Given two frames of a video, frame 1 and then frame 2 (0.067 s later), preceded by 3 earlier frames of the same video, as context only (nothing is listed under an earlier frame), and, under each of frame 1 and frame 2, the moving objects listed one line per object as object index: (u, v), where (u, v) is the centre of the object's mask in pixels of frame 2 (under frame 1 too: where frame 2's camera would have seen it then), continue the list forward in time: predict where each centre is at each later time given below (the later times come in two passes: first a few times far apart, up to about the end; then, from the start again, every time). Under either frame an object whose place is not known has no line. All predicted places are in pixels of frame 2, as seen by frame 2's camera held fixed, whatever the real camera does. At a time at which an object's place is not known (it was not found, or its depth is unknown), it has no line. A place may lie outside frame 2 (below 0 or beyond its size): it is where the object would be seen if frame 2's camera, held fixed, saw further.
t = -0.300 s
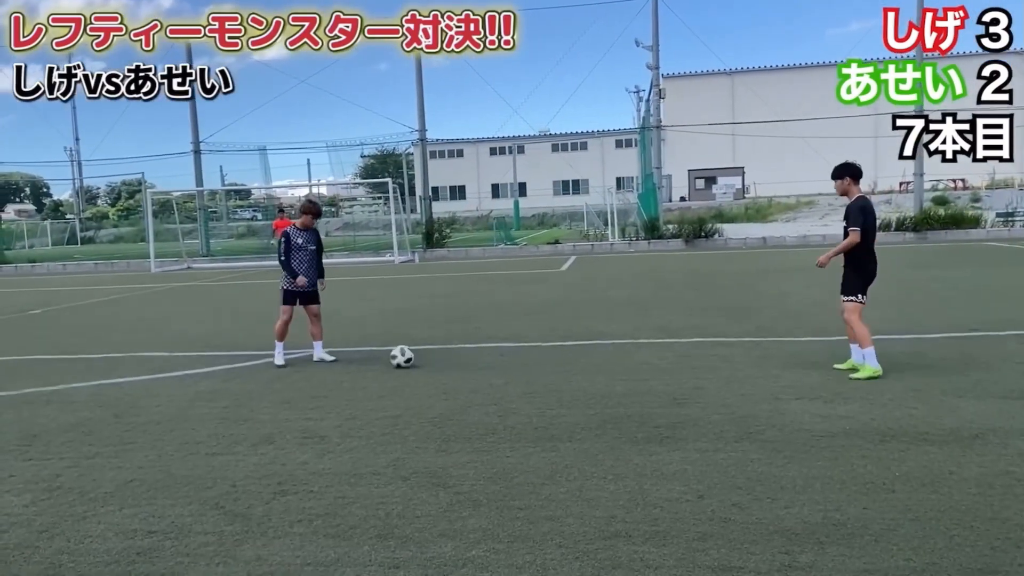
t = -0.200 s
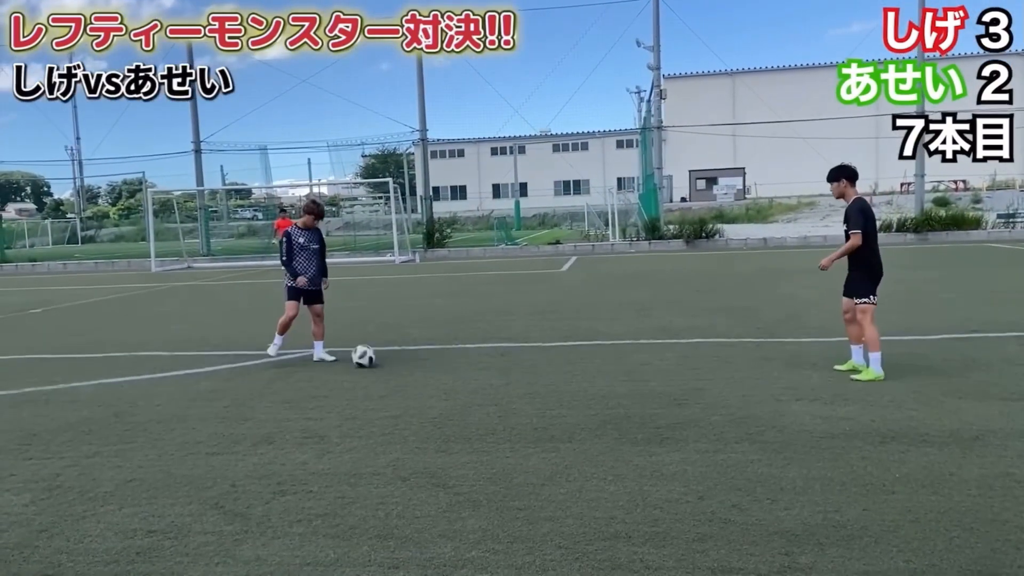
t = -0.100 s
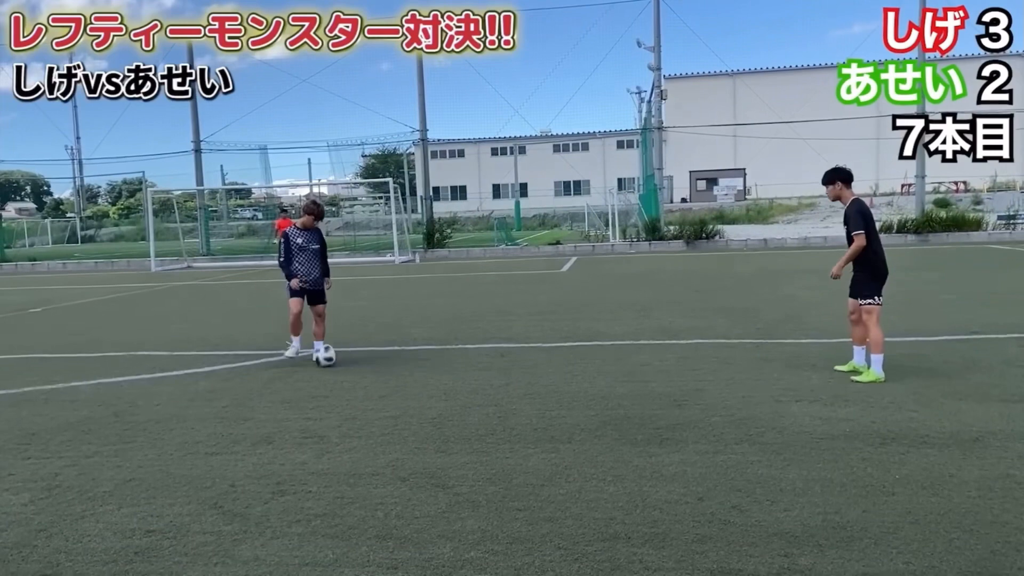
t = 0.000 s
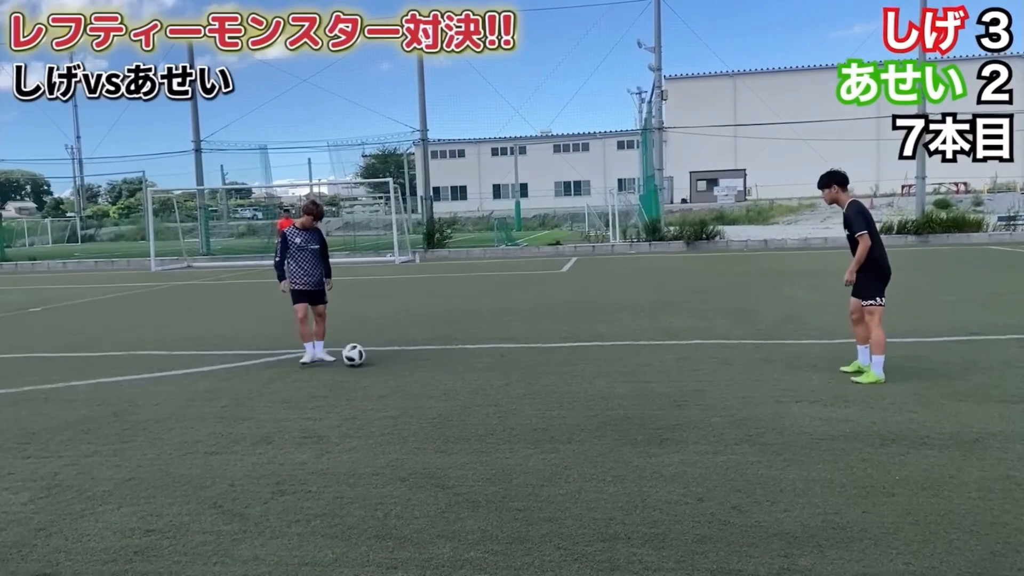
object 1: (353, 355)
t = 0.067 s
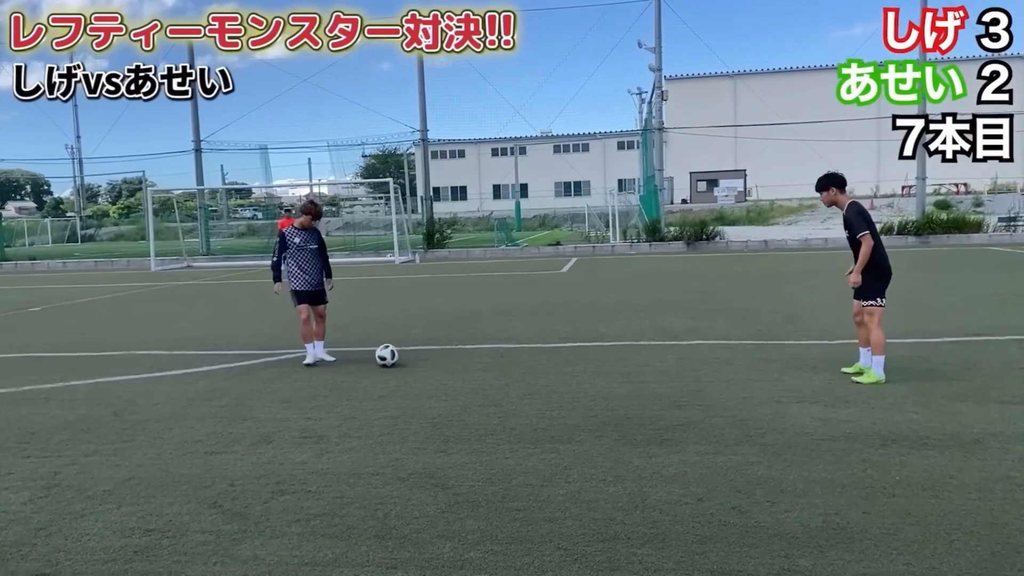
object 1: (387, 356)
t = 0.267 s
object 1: (467, 355)
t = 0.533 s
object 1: (559, 356)
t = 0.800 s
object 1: (644, 355)
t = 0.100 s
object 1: (402, 355)
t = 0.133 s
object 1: (418, 356)
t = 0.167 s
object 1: (426, 356)
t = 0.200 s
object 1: (440, 355)
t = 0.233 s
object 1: (453, 354)
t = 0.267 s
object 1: (467, 355)
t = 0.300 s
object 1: (481, 356)
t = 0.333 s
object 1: (492, 355)
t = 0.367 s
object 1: (504, 355)
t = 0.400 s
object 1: (516, 356)
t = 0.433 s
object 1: (527, 356)
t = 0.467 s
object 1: (537, 355)
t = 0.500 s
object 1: (547, 355)
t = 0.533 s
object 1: (559, 356)
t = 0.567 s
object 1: (569, 355)
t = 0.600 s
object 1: (580, 356)
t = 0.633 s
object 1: (590, 355)
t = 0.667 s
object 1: (601, 354)
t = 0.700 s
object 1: (612, 355)
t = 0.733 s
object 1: (623, 355)
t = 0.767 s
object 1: (633, 355)
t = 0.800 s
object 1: (644, 355)
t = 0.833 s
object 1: (655, 354)
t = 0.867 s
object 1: (666, 355)
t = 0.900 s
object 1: (676, 354)
